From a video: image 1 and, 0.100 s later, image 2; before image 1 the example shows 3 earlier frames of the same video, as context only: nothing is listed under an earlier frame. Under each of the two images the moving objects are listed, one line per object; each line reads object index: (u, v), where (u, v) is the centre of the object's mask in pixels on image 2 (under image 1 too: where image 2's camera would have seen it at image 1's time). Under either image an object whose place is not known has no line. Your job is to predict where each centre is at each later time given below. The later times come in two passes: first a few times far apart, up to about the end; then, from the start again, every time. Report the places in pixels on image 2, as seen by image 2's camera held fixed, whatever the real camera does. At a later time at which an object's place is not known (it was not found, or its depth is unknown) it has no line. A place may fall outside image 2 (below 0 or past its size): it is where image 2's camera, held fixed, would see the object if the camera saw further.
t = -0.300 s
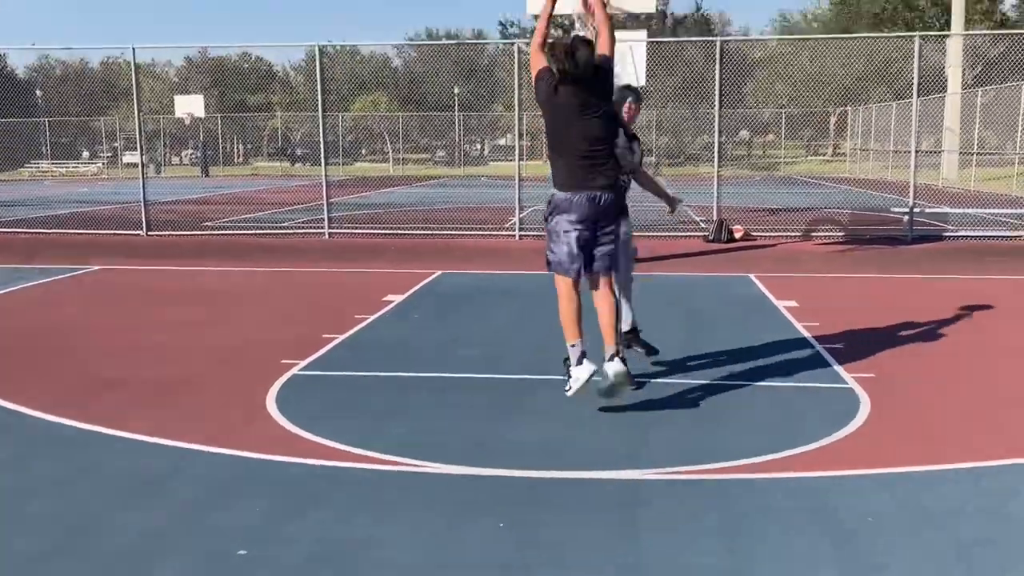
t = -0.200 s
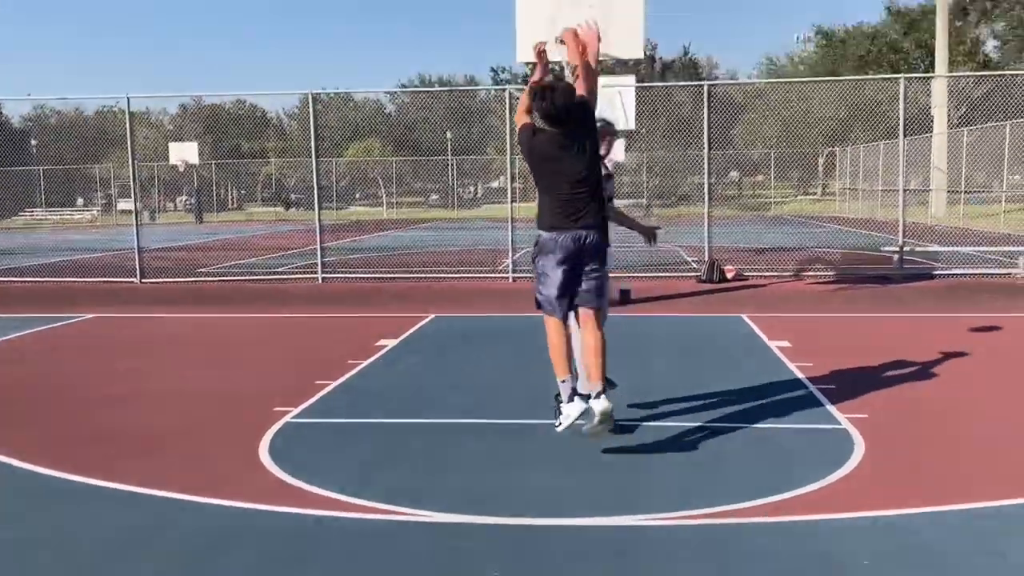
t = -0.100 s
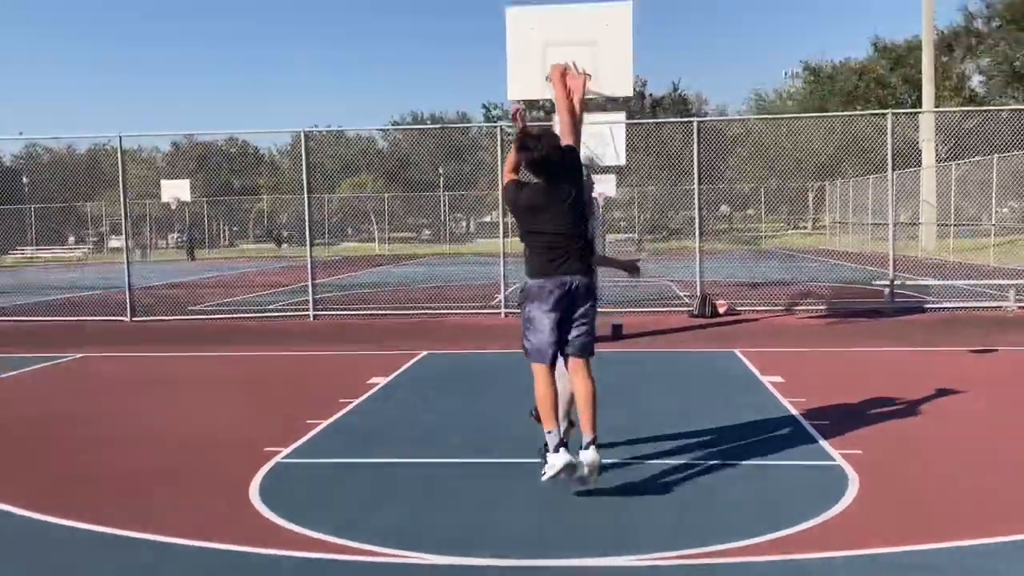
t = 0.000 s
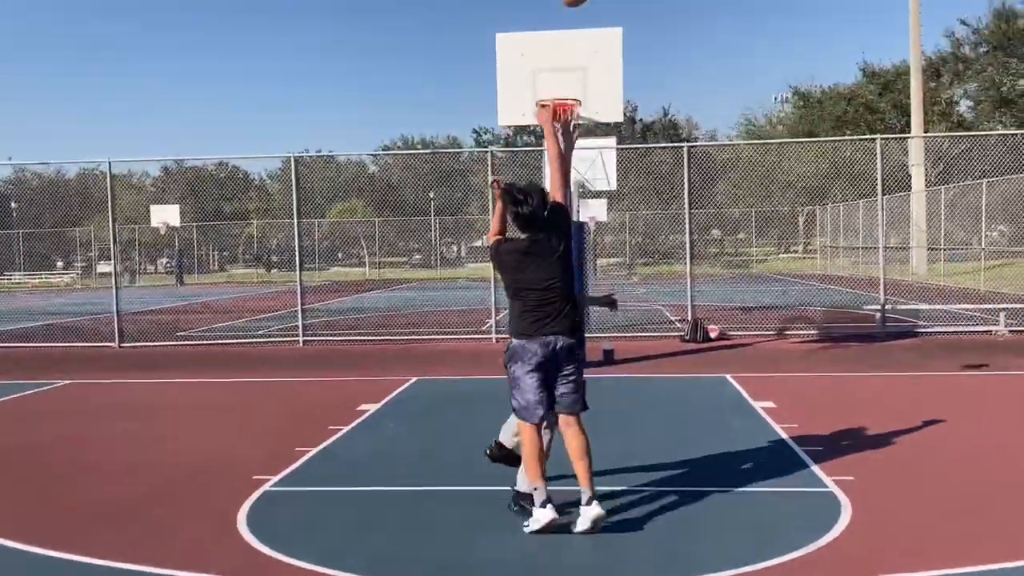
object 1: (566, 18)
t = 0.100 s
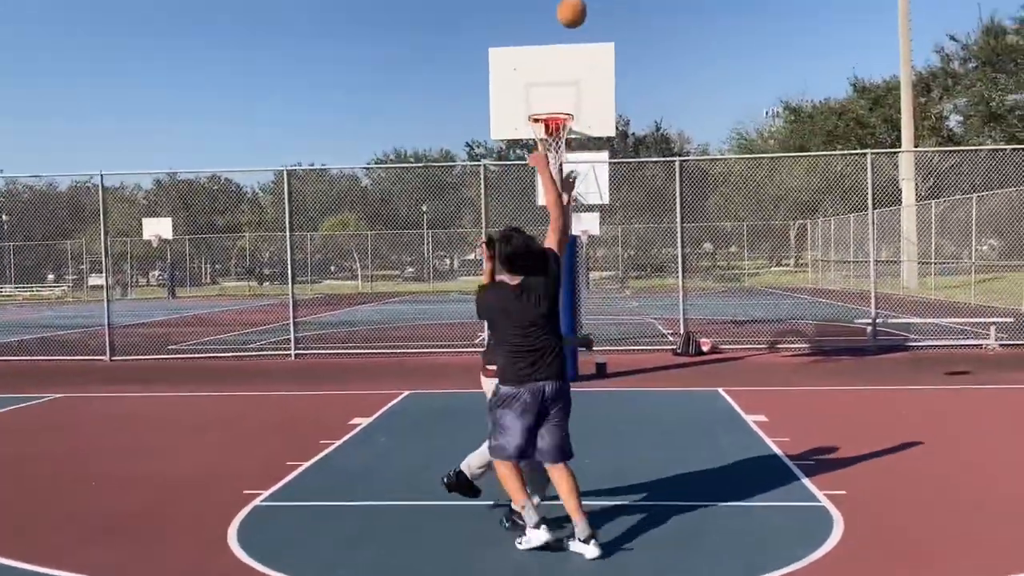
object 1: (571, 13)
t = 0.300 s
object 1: (581, 56)
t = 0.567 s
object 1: (593, 158)
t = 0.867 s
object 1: (603, 307)
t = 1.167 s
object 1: (609, 298)
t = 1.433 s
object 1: (612, 235)
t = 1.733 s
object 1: (621, 231)
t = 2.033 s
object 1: (631, 287)
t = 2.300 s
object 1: (633, 329)
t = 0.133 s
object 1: (574, 17)
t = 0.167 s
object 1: (575, 22)
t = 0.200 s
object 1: (577, 29)
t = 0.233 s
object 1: (579, 37)
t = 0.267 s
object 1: (580, 46)
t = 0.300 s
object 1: (581, 56)
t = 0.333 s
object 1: (583, 67)
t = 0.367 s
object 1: (584, 78)
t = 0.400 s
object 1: (586, 89)
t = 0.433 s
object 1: (587, 102)
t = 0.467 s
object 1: (589, 115)
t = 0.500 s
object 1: (590, 129)
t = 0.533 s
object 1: (591, 142)
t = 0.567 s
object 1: (593, 158)
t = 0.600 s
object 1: (594, 172)
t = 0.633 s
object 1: (595, 188)
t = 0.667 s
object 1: (596, 204)
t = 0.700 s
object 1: (597, 220)
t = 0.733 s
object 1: (598, 237)
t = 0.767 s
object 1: (599, 254)
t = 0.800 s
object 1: (600, 272)
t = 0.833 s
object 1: (602, 289)
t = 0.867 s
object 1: (603, 307)
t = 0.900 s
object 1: (604, 326)
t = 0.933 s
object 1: (605, 345)
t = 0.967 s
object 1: (606, 364)
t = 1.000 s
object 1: (606, 368)
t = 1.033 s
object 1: (608, 352)
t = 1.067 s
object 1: (607, 336)
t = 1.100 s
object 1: (608, 323)
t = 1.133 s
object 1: (609, 310)
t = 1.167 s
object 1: (609, 298)
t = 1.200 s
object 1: (609, 286)
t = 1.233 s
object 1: (610, 277)
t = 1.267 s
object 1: (610, 269)
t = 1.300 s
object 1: (612, 261)
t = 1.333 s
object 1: (611, 252)
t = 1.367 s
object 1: (611, 246)
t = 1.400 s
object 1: (612, 241)
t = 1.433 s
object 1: (612, 235)
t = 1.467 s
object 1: (613, 232)
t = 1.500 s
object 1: (614, 230)
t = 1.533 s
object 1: (615, 229)
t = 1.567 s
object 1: (616, 228)
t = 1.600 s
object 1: (616, 228)
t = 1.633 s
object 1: (617, 227)
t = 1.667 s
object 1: (618, 227)
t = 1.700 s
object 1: (620, 229)
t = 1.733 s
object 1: (621, 231)
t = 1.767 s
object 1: (623, 234)
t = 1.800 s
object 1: (623, 236)
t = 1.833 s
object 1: (625, 242)
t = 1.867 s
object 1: (626, 248)
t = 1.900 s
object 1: (627, 254)
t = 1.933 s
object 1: (628, 261)
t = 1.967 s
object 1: (628, 269)
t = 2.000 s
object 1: (628, 279)
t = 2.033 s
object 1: (631, 287)
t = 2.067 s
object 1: (630, 297)
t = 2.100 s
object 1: (632, 307)
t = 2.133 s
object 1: (632, 318)
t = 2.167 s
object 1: (631, 330)
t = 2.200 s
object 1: (631, 343)
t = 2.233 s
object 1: (632, 348)
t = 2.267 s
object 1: (633, 338)
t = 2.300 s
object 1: (633, 329)
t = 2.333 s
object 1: (634, 320)
